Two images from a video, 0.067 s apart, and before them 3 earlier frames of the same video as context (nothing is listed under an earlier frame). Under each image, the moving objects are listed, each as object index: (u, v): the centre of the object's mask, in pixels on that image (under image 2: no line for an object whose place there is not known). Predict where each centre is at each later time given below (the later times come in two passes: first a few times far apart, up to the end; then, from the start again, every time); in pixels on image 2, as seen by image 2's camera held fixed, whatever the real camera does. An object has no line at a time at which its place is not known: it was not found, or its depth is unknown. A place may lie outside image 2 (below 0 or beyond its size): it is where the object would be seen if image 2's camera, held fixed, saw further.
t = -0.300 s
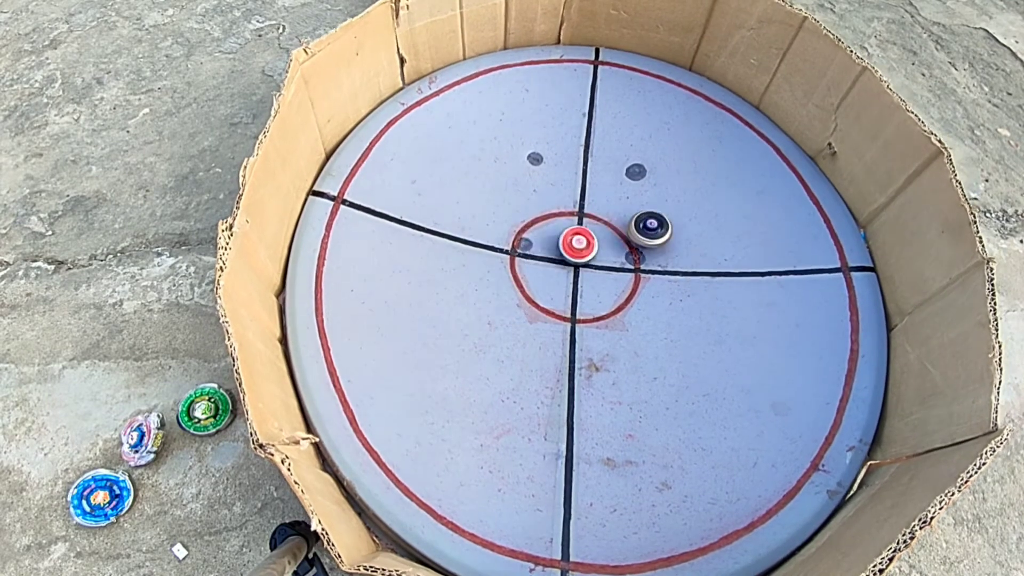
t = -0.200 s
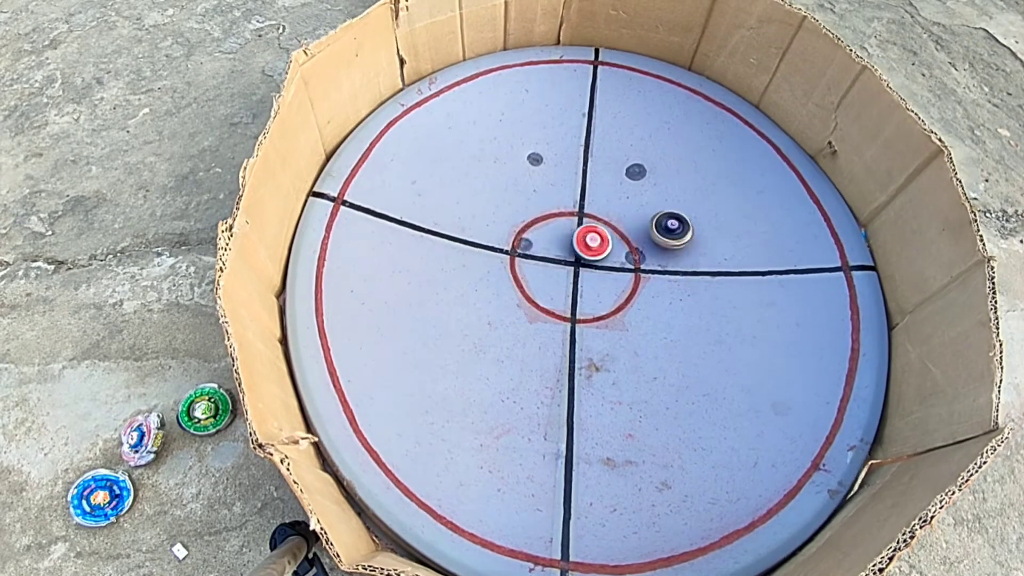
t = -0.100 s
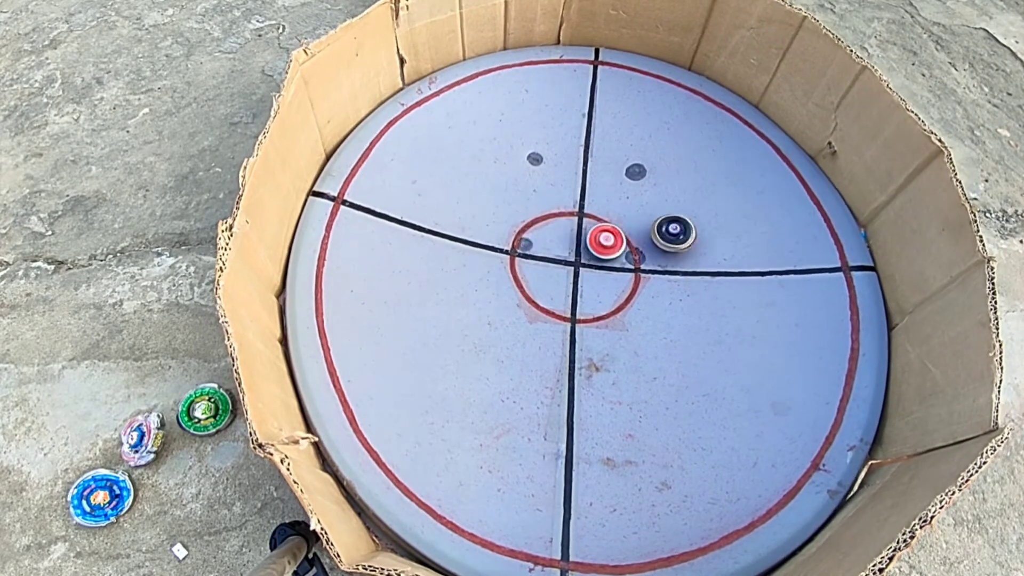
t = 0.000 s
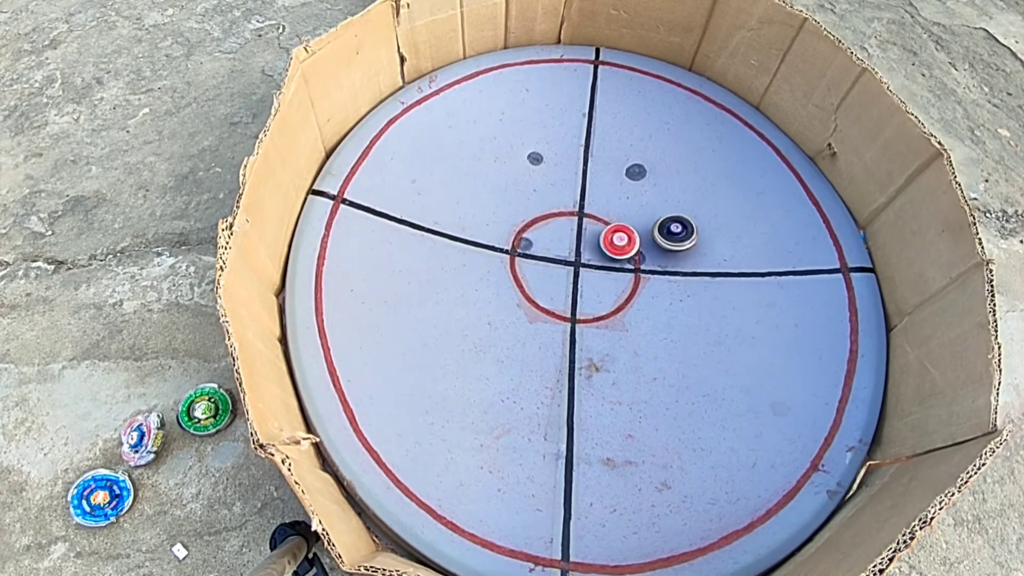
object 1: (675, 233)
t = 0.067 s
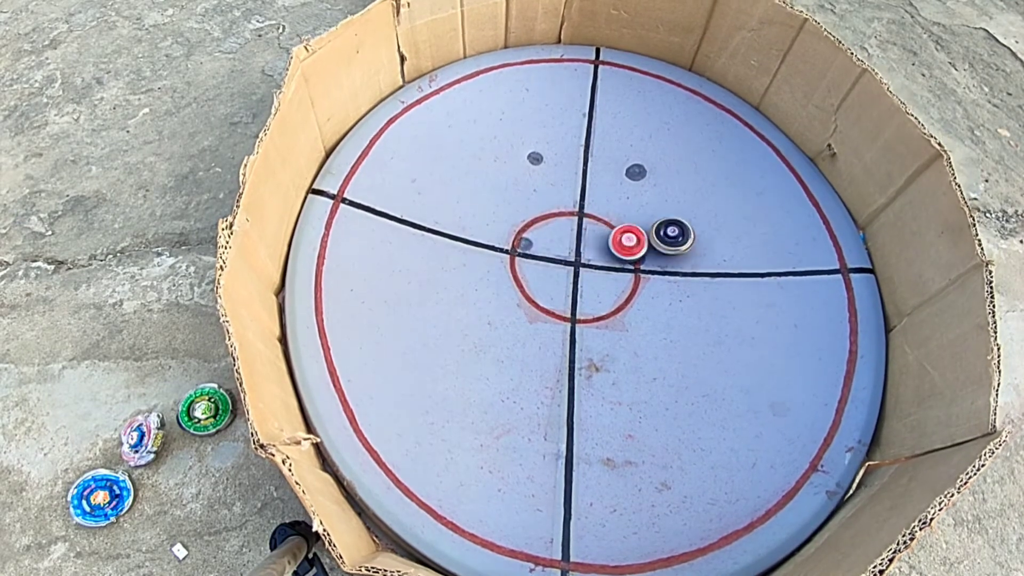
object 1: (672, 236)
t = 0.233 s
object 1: (673, 256)
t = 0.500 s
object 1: (682, 294)
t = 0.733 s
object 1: (695, 338)
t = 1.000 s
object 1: (688, 377)
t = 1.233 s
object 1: (661, 400)
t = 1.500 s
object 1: (616, 405)
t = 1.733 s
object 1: (573, 416)
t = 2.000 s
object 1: (561, 388)
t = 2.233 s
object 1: (541, 374)
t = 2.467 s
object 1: (532, 326)
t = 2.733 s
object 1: (542, 276)
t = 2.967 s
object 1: (559, 280)
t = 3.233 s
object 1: (570, 289)
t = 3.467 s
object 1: (578, 273)
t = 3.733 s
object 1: (603, 273)
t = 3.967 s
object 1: (607, 289)
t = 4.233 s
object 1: (553, 301)
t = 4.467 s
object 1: (566, 303)
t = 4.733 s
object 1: (517, 307)
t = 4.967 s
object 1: (507, 307)
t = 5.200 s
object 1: (498, 279)
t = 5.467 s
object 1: (505, 273)
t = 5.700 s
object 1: (523, 254)
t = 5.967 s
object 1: (542, 250)
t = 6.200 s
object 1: (556, 250)
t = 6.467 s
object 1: (569, 249)
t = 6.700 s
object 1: (580, 256)
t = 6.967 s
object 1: (590, 271)
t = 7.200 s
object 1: (593, 271)
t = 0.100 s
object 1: (672, 237)
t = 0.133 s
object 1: (672, 245)
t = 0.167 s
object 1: (672, 248)
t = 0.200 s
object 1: (673, 252)
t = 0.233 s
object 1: (673, 256)
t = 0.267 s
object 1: (678, 259)
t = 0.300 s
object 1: (680, 265)
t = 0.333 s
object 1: (680, 272)
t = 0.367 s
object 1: (678, 276)
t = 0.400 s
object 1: (680, 280)
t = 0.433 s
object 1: (680, 285)
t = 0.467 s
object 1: (682, 290)
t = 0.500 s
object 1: (682, 294)
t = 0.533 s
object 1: (685, 299)
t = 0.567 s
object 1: (685, 305)
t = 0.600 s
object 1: (687, 311)
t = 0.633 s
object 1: (688, 317)
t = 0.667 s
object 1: (690, 325)
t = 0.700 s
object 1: (691, 332)
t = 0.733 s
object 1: (695, 338)
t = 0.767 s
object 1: (695, 345)
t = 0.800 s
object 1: (698, 351)
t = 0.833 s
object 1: (696, 353)
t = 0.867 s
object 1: (695, 355)
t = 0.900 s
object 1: (694, 359)
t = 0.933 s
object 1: (693, 364)
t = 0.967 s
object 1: (688, 371)
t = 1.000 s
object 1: (688, 377)
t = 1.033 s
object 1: (687, 381)
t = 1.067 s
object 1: (684, 382)
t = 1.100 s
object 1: (681, 388)
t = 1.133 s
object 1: (675, 392)
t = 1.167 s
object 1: (670, 397)
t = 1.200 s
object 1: (665, 399)
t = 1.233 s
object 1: (661, 400)
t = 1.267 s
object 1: (656, 400)
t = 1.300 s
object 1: (654, 399)
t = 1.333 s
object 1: (649, 398)
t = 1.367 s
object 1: (646, 399)
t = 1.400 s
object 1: (640, 402)
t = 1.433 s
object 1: (632, 403)
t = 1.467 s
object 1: (623, 406)
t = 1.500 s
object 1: (616, 405)
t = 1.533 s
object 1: (611, 406)
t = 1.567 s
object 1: (605, 404)
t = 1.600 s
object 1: (602, 402)
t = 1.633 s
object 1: (598, 403)
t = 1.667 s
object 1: (591, 409)
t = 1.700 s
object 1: (582, 415)
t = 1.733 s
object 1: (573, 416)
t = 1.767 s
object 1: (566, 415)
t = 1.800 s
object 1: (560, 413)
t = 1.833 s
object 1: (557, 409)
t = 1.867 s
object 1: (556, 406)
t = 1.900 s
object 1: (556, 401)
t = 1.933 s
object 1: (559, 396)
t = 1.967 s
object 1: (560, 393)
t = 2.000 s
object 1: (561, 388)
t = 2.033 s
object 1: (561, 384)
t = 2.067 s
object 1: (559, 380)
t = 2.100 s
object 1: (556, 377)
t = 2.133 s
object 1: (552, 376)
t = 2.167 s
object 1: (546, 375)
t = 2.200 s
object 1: (542, 374)
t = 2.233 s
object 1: (541, 374)
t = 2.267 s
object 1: (538, 370)
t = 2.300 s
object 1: (538, 364)
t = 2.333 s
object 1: (535, 355)
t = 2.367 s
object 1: (534, 346)
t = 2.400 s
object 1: (532, 339)
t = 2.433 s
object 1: (531, 333)
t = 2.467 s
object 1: (532, 326)
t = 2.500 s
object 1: (533, 321)
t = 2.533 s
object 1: (532, 313)
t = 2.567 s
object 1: (535, 306)
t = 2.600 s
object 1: (536, 299)
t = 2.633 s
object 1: (538, 292)
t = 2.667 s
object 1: (540, 287)
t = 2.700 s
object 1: (541, 283)
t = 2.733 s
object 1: (542, 276)
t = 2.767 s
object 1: (544, 270)
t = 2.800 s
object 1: (543, 267)
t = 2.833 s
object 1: (543, 267)
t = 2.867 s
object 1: (546, 269)
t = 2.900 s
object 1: (551, 274)
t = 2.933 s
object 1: (555, 277)
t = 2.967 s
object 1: (559, 280)
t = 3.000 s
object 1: (563, 284)
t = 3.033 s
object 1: (567, 288)
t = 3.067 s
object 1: (569, 291)
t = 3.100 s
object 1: (571, 293)
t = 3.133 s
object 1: (572, 294)
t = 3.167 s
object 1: (573, 294)
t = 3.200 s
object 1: (572, 291)
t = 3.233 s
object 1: (570, 289)
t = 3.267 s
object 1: (570, 287)
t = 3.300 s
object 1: (570, 283)
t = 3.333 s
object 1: (573, 280)
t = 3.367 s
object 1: (574, 277)
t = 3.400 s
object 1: (576, 276)
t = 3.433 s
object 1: (576, 274)
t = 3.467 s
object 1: (578, 273)
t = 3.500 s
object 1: (581, 271)
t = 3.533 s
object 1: (583, 270)
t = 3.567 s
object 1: (585, 269)
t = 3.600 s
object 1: (586, 268)
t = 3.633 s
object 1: (591, 268)
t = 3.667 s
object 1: (596, 270)
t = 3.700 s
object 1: (600, 272)
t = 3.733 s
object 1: (603, 273)
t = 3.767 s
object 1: (605, 274)
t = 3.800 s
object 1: (607, 277)
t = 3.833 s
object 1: (609, 282)
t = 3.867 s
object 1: (609, 284)
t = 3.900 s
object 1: (609, 288)
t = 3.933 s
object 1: (609, 289)
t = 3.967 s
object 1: (607, 289)
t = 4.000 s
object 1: (604, 290)
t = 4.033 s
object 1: (600, 287)
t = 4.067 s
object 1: (595, 286)
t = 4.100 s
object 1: (586, 289)
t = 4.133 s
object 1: (576, 295)
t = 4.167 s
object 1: (567, 299)
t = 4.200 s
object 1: (558, 300)
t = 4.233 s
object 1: (553, 301)
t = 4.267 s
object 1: (551, 301)
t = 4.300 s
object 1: (551, 300)
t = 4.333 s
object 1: (553, 300)
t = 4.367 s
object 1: (557, 301)
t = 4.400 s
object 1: (560, 301)
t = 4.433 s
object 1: (564, 302)
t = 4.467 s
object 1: (566, 303)
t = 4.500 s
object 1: (565, 303)
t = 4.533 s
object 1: (562, 303)
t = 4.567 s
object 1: (556, 302)
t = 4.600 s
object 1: (549, 304)
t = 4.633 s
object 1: (540, 303)
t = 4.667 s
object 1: (532, 304)
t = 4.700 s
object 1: (523, 304)
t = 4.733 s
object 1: (517, 307)
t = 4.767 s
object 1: (514, 309)
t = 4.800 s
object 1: (514, 311)
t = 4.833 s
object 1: (514, 312)
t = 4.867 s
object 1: (513, 316)
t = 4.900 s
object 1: (513, 317)
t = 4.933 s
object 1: (511, 312)
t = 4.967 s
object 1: (507, 307)
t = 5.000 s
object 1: (502, 305)
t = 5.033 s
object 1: (501, 299)
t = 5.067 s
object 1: (501, 293)
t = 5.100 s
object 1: (501, 288)
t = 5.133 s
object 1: (501, 285)
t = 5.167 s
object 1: (500, 281)
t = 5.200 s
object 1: (498, 279)
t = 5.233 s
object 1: (497, 278)
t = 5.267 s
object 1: (496, 277)
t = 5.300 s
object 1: (496, 279)
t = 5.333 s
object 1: (496, 279)
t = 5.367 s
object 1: (496, 280)
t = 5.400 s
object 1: (499, 279)
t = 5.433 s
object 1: (502, 277)
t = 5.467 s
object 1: (505, 273)
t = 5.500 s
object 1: (508, 269)
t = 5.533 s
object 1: (511, 265)
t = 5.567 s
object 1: (513, 262)
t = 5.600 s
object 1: (516, 258)
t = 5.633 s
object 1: (518, 256)
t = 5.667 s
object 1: (519, 255)
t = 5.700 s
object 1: (523, 254)
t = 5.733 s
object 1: (526, 252)
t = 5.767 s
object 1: (529, 251)
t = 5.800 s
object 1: (529, 251)
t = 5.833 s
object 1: (531, 251)
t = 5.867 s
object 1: (534, 251)
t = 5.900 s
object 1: (538, 251)
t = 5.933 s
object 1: (541, 250)
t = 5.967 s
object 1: (542, 250)
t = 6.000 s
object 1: (543, 250)
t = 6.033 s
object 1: (545, 249)
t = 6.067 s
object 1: (548, 250)
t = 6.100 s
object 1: (551, 251)
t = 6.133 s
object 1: (554, 251)
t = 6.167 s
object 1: (556, 251)
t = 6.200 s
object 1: (556, 250)
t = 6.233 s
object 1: (557, 249)
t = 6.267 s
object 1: (557, 249)
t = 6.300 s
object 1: (559, 248)
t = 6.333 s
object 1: (561, 248)
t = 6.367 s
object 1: (563, 248)
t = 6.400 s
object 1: (565, 248)
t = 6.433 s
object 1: (567, 249)
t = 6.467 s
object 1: (569, 249)
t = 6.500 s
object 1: (570, 249)
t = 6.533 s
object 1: (572, 250)
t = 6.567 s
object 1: (573, 251)
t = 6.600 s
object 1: (575, 252)
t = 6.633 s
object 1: (577, 253)
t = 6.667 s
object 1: (578, 254)
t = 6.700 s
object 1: (580, 256)
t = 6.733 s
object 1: (582, 256)
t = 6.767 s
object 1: (583, 257)
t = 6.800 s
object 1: (584, 258)
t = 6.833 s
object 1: (585, 260)
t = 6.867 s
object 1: (586, 264)
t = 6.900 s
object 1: (588, 266)
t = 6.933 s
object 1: (589, 268)
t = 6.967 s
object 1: (590, 271)
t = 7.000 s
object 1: (591, 272)
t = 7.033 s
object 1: (592, 273)
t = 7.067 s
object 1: (593, 274)
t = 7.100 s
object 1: (592, 273)
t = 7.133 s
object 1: (592, 273)
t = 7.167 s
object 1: (593, 272)
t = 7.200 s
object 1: (593, 271)
